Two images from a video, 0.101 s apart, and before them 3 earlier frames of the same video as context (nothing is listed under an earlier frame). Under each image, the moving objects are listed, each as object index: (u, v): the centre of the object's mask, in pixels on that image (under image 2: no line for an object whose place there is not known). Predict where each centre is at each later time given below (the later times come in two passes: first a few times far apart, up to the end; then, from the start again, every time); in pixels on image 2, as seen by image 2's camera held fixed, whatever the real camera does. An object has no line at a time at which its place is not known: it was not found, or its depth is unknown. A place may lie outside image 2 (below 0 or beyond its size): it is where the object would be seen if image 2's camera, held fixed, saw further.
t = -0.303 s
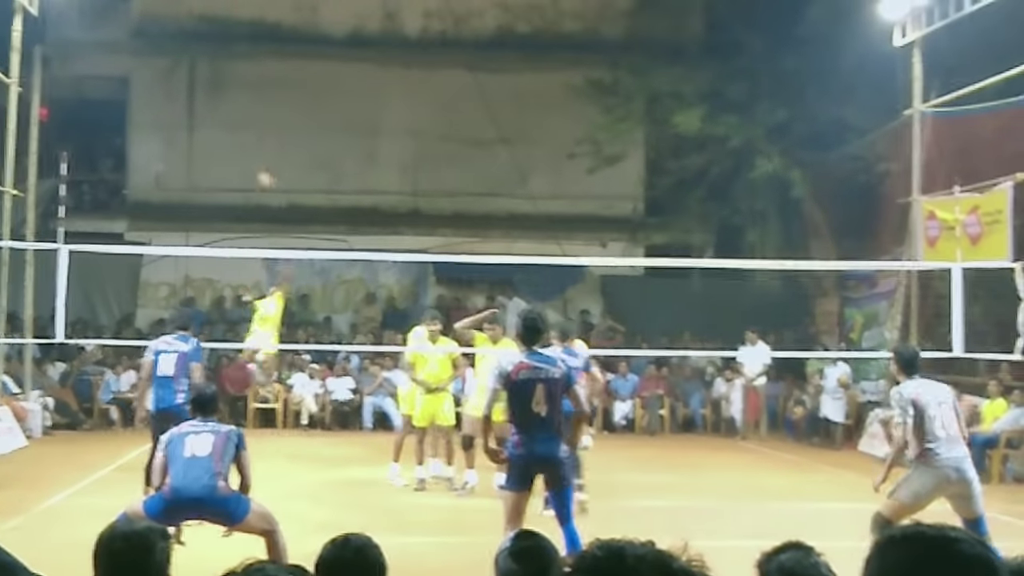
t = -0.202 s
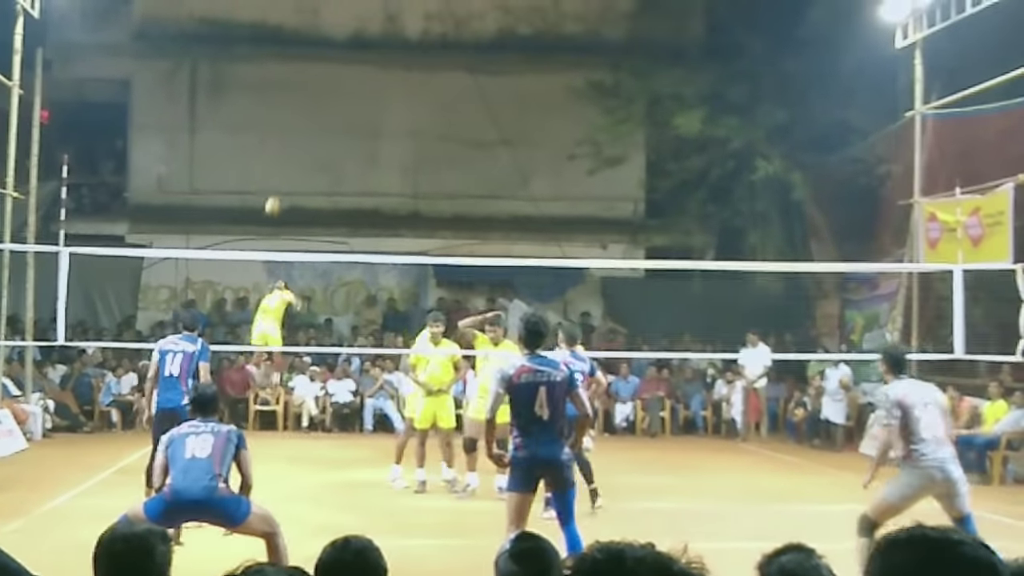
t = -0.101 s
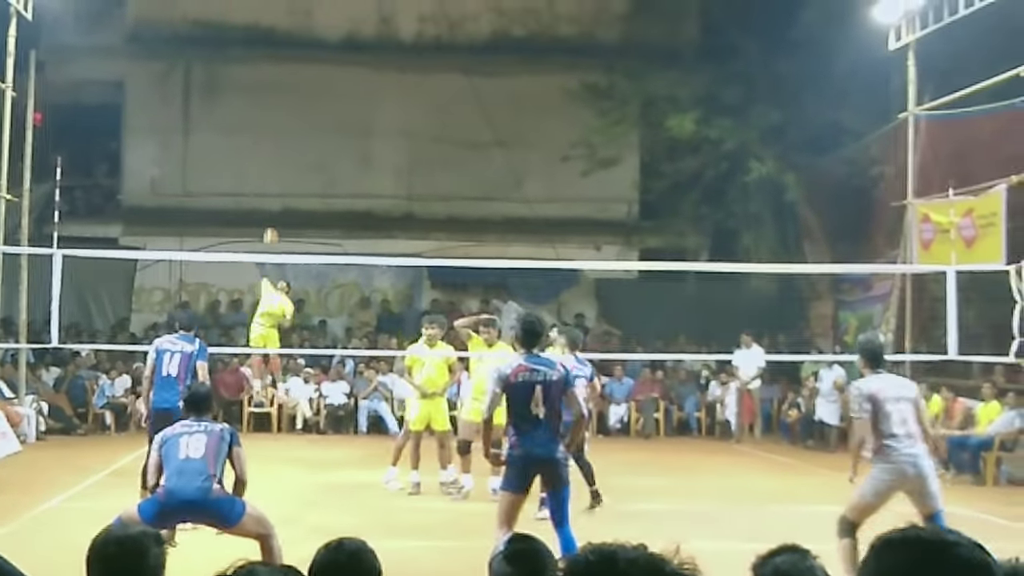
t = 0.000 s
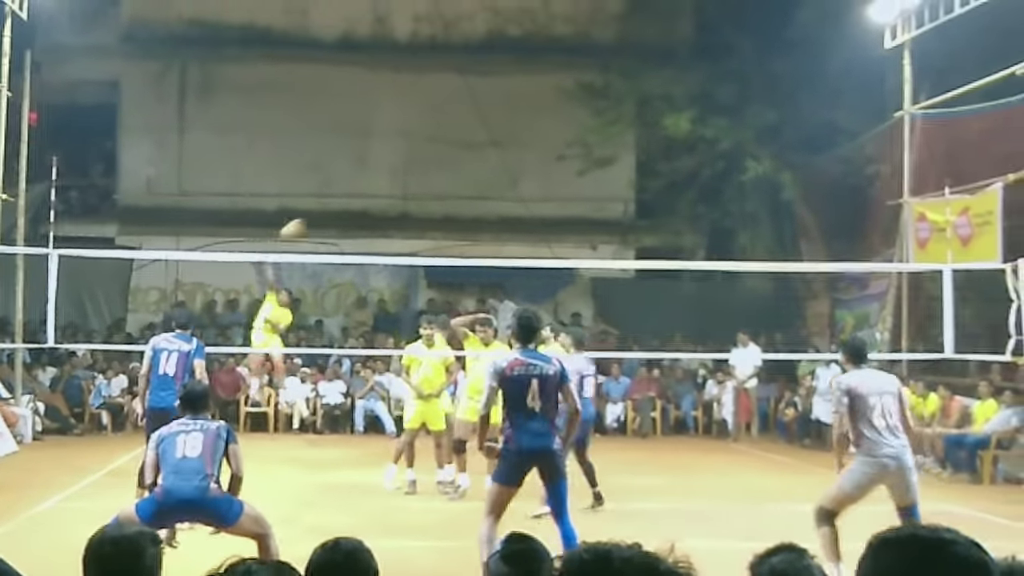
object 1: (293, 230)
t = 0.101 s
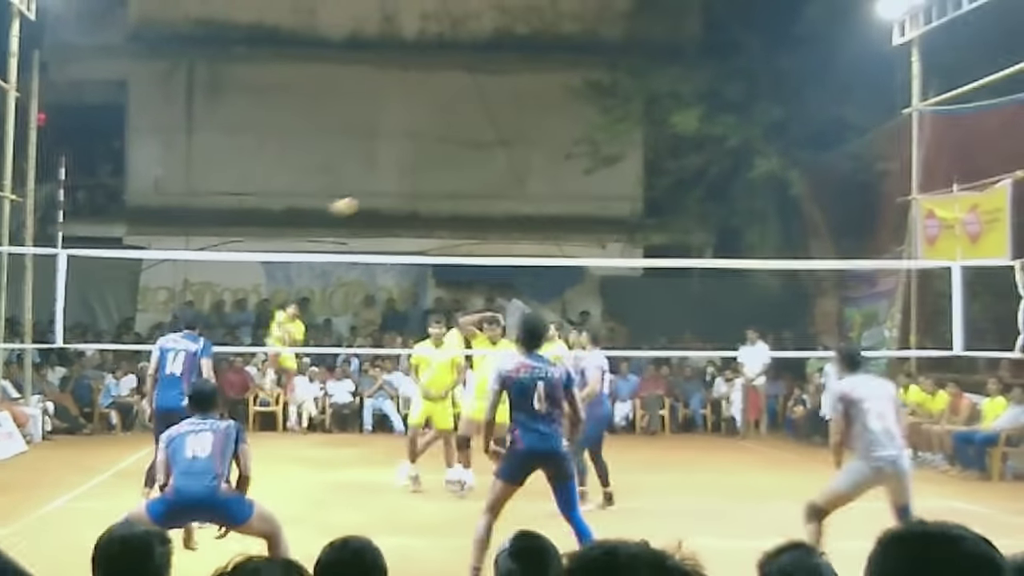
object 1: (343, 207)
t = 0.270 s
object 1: (444, 196)
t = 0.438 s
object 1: (588, 232)
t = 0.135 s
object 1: (361, 202)
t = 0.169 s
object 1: (381, 199)
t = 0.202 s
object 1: (400, 196)
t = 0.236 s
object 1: (420, 194)
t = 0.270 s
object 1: (444, 196)
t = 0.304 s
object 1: (469, 199)
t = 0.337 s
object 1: (497, 205)
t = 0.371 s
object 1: (525, 212)
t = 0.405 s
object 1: (555, 220)
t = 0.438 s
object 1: (588, 232)
